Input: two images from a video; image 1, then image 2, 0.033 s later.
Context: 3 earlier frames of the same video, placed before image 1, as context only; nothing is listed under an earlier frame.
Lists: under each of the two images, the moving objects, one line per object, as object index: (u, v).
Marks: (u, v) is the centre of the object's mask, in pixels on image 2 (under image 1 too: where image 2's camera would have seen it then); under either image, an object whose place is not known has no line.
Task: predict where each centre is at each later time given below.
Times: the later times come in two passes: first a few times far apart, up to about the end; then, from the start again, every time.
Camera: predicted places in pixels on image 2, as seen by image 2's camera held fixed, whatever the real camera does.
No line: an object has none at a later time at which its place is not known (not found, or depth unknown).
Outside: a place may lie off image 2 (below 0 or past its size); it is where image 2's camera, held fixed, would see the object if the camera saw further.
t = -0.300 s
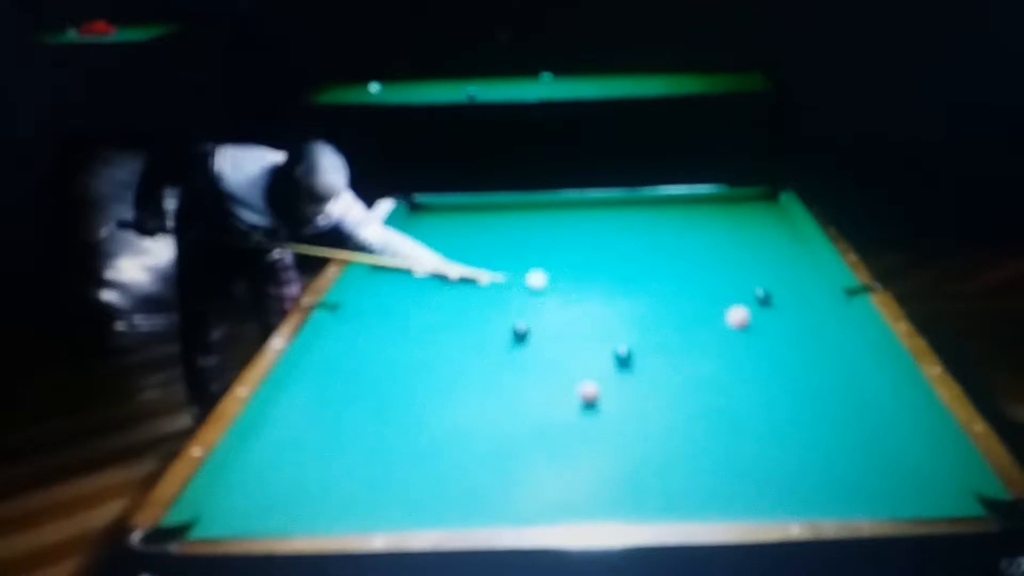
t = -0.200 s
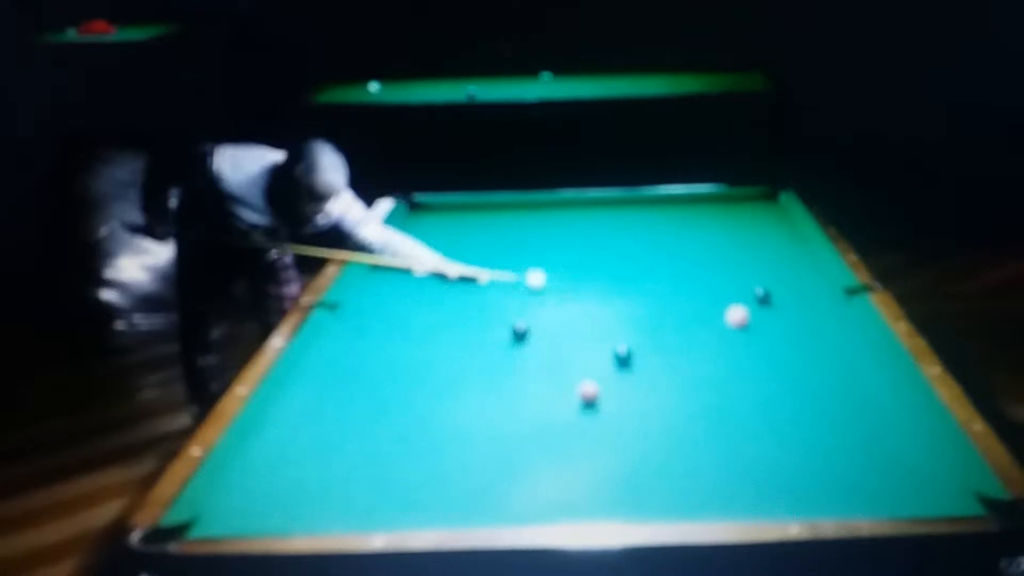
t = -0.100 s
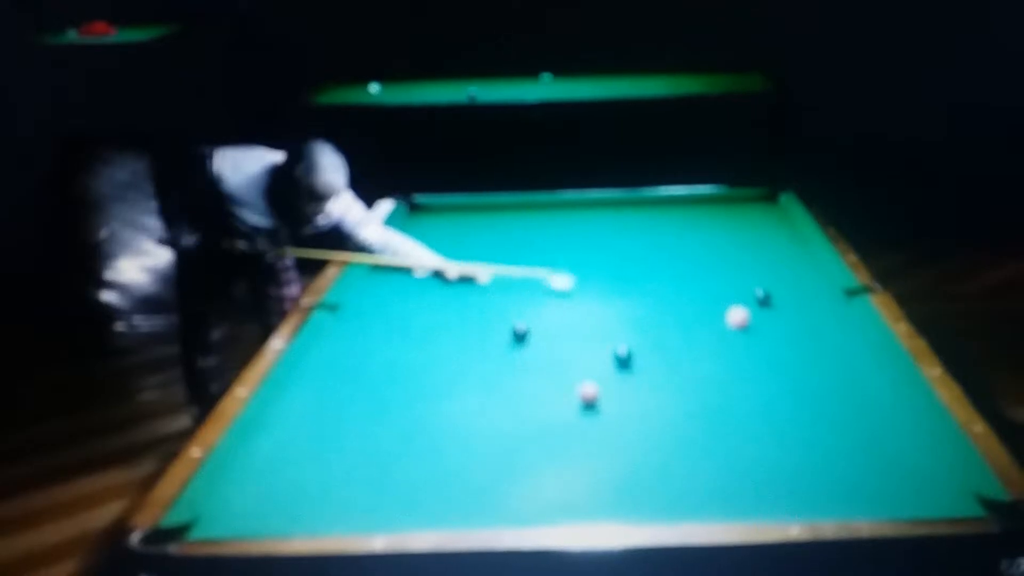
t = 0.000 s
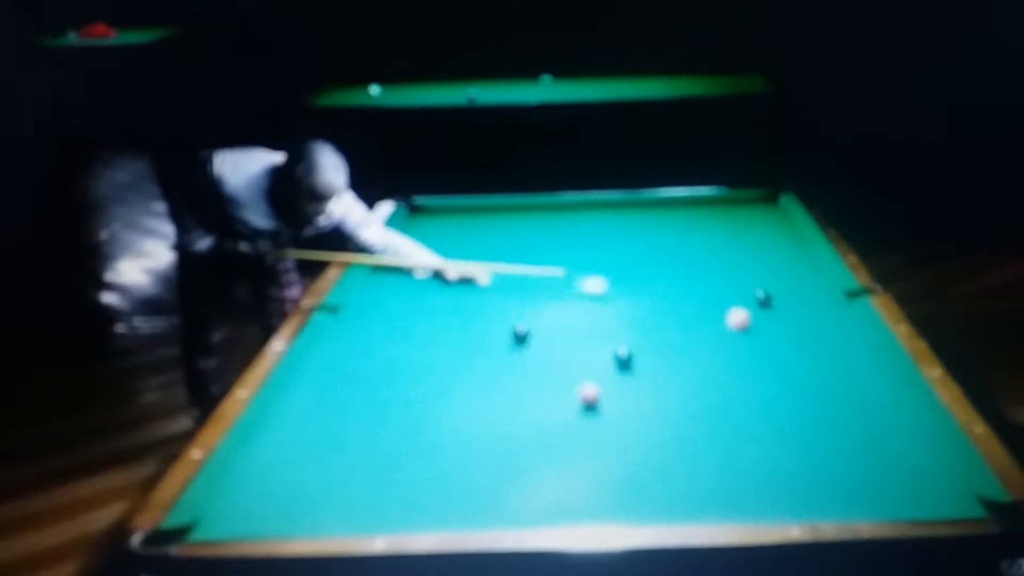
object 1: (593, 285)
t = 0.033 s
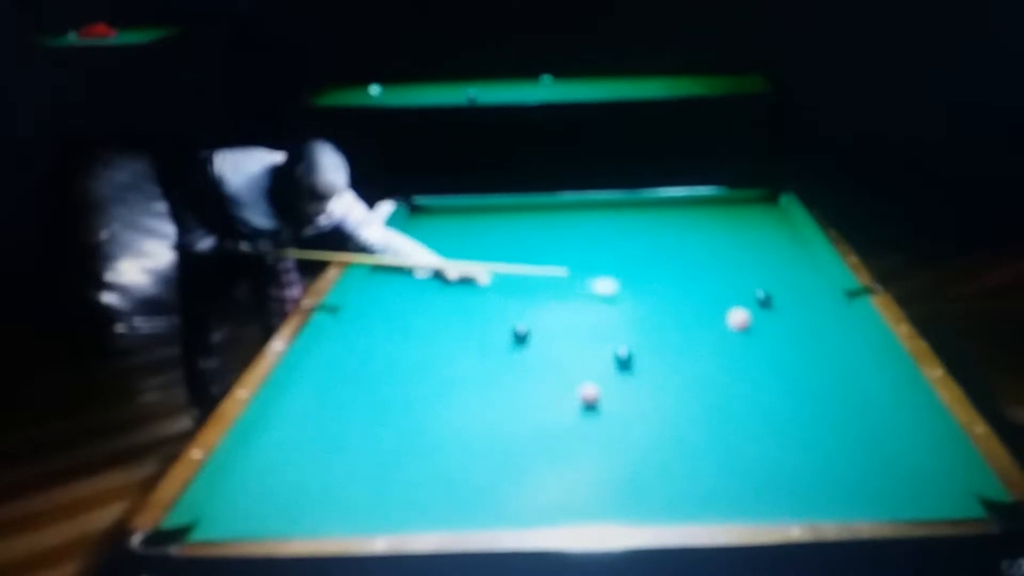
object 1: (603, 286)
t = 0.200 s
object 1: (660, 290)
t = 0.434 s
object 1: (738, 296)
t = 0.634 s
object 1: (755, 302)
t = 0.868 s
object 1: (777, 309)
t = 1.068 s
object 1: (796, 314)
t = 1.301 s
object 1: (817, 320)
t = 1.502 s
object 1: (833, 325)
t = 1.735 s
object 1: (851, 330)
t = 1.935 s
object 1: (853, 334)
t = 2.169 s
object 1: (849, 338)
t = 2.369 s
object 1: (847, 340)
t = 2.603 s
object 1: (844, 342)
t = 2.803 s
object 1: (842, 344)
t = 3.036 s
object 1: (841, 345)
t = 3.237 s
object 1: (841, 345)
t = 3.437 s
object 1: (841, 345)
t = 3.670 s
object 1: (841, 345)
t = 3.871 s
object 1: (841, 345)
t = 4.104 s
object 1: (841, 345)
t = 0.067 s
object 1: (614, 287)
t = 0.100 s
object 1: (626, 288)
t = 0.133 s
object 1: (638, 289)
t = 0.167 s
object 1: (649, 290)
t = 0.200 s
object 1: (660, 290)
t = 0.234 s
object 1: (669, 291)
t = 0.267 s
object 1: (681, 292)
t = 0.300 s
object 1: (692, 293)
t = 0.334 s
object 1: (704, 293)
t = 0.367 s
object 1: (715, 294)
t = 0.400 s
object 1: (726, 295)
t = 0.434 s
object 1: (738, 296)
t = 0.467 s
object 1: (741, 297)
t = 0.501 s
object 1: (743, 298)
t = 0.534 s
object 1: (745, 299)
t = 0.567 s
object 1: (749, 299)
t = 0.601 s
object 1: (752, 301)
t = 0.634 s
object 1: (755, 302)
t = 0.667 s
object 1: (758, 303)
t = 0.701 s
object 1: (761, 304)
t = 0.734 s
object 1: (765, 305)
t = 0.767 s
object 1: (767, 306)
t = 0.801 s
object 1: (771, 307)
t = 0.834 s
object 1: (774, 308)
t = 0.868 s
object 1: (777, 309)
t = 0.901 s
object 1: (780, 309)
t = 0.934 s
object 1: (784, 311)
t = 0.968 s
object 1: (787, 312)
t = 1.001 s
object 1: (790, 312)
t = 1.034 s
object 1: (793, 313)
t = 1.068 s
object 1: (796, 314)
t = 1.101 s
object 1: (799, 315)
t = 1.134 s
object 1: (802, 316)
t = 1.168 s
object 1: (805, 317)
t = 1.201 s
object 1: (808, 317)
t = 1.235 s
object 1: (811, 319)
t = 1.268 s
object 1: (814, 319)
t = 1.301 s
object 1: (817, 320)
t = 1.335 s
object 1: (820, 321)
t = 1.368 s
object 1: (822, 322)
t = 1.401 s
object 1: (825, 322)
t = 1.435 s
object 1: (828, 323)
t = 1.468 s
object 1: (831, 324)
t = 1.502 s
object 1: (833, 325)
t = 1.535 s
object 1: (836, 326)
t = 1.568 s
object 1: (839, 327)
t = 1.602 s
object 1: (841, 327)
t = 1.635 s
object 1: (844, 328)
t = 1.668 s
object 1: (846, 329)
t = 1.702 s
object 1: (849, 330)
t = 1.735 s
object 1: (851, 330)
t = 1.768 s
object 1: (854, 331)
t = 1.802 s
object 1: (855, 332)
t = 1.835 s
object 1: (854, 332)
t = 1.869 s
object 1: (854, 333)
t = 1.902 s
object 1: (854, 334)
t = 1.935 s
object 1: (853, 334)
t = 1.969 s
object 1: (852, 335)
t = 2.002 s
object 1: (851, 335)
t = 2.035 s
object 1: (851, 336)
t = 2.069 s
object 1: (850, 336)
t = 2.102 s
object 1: (850, 337)
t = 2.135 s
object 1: (850, 337)
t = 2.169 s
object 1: (849, 338)
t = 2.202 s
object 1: (848, 338)
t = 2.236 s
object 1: (848, 338)
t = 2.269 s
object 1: (848, 338)
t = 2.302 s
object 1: (847, 339)
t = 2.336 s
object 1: (847, 340)
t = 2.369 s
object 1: (847, 340)
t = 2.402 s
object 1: (846, 340)
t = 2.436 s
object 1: (846, 341)
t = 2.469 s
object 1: (846, 341)
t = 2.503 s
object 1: (845, 341)
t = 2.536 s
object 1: (845, 341)
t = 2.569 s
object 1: (845, 342)
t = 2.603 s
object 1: (844, 342)
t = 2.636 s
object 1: (843, 342)
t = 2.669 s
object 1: (843, 343)
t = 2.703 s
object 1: (843, 343)
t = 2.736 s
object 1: (843, 343)
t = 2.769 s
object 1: (842, 343)
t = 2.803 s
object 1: (842, 344)
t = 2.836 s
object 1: (842, 344)
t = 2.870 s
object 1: (841, 344)
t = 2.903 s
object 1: (842, 344)
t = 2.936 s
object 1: (841, 344)
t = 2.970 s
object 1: (841, 344)
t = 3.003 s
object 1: (841, 345)
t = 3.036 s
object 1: (841, 345)
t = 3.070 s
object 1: (841, 345)
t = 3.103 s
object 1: (841, 345)
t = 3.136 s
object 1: (841, 345)
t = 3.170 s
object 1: (841, 345)
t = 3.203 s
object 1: (841, 345)
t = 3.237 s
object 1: (841, 345)
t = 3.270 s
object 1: (841, 345)
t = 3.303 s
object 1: (841, 345)
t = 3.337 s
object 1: (841, 345)
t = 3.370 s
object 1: (841, 345)
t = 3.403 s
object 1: (841, 345)
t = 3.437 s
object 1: (841, 345)
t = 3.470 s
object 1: (841, 345)
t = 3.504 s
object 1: (841, 345)
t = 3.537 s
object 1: (841, 345)
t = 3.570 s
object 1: (841, 345)
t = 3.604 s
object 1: (841, 345)
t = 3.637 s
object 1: (841, 345)
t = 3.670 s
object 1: (841, 345)
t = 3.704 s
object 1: (841, 345)
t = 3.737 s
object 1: (841, 345)
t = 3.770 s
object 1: (841, 345)
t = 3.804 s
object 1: (841, 345)
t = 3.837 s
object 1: (841, 345)
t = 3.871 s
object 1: (841, 345)
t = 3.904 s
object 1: (841, 345)
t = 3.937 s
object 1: (841, 345)
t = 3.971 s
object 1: (841, 345)
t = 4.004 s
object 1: (841, 345)
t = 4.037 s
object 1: (841, 345)
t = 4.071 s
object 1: (841, 345)
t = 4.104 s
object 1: (841, 345)
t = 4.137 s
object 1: (841, 345)
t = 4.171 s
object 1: (840, 345)
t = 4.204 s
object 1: (841, 345)
